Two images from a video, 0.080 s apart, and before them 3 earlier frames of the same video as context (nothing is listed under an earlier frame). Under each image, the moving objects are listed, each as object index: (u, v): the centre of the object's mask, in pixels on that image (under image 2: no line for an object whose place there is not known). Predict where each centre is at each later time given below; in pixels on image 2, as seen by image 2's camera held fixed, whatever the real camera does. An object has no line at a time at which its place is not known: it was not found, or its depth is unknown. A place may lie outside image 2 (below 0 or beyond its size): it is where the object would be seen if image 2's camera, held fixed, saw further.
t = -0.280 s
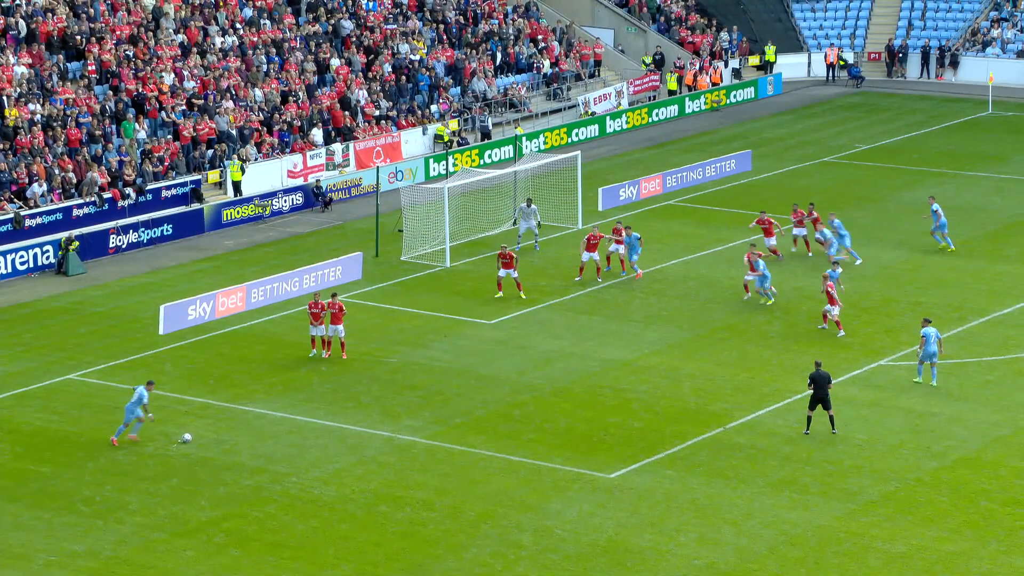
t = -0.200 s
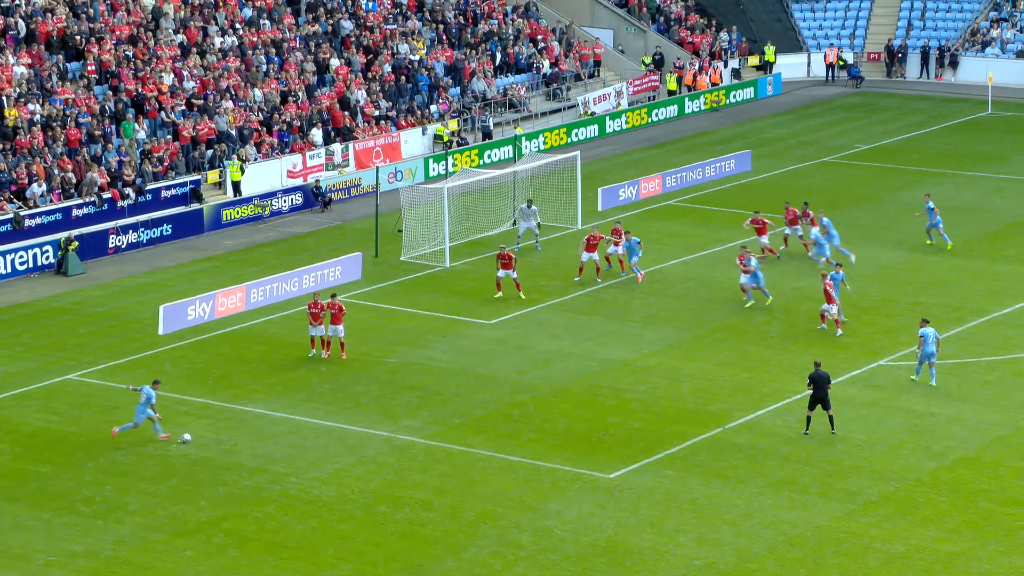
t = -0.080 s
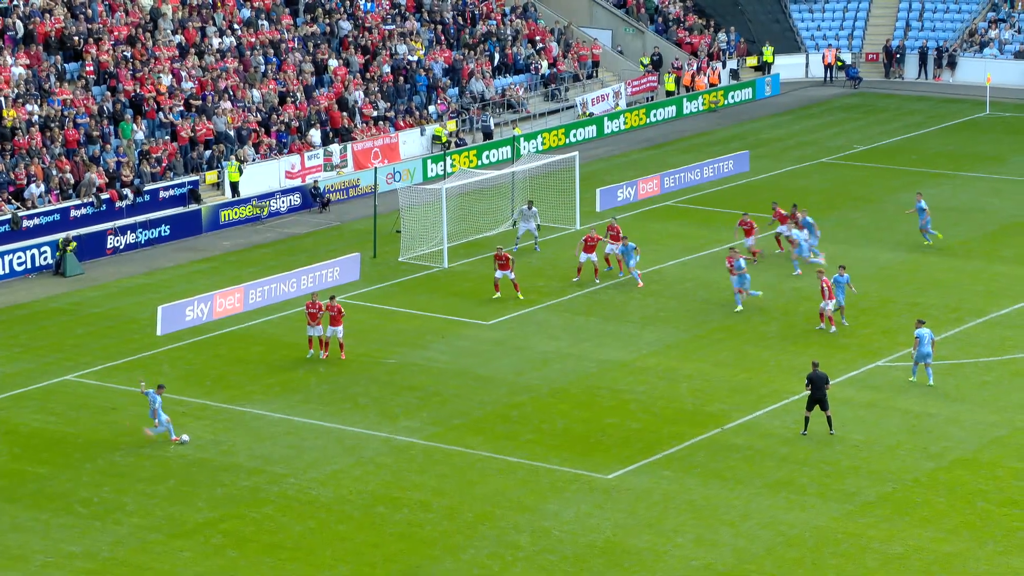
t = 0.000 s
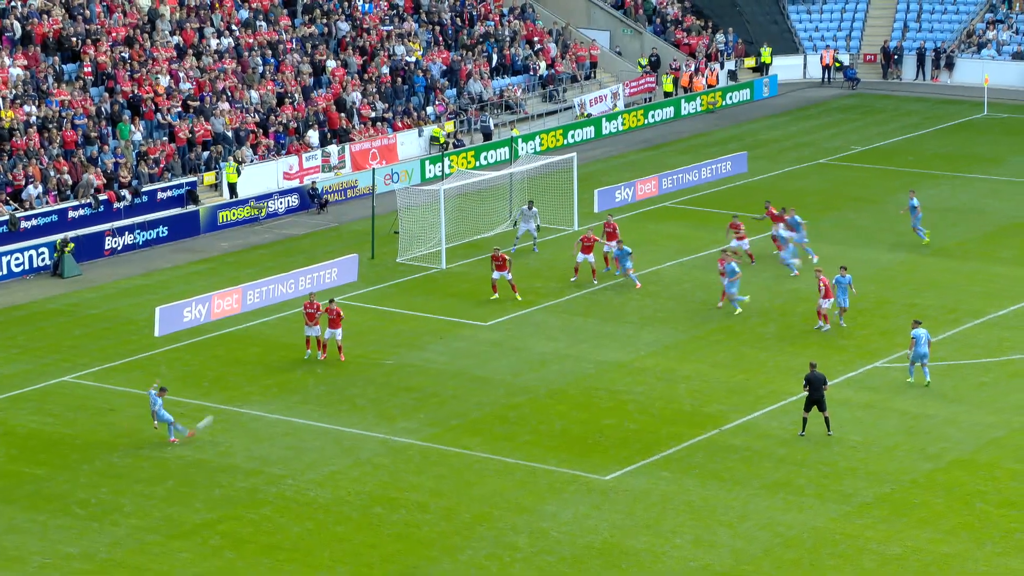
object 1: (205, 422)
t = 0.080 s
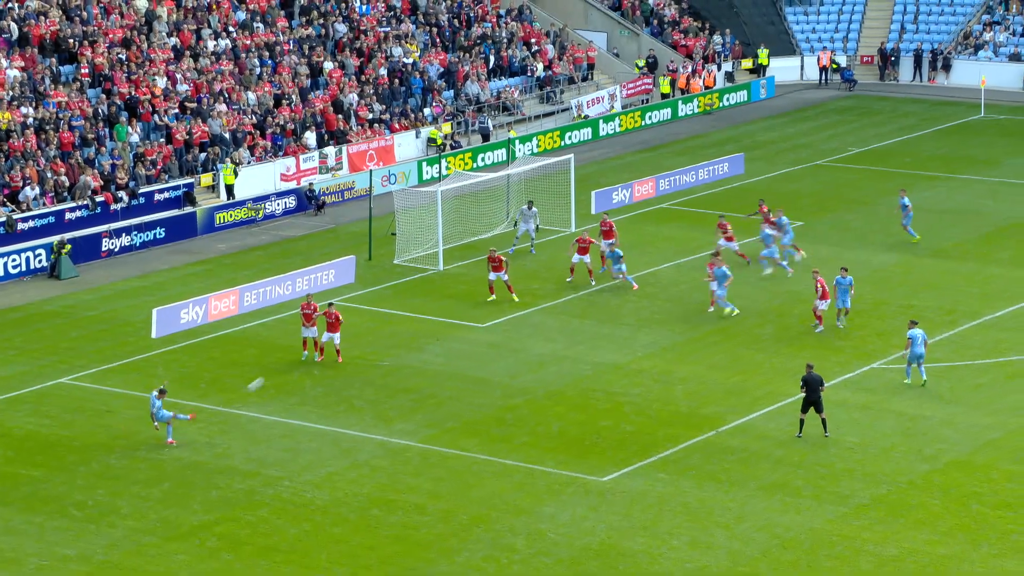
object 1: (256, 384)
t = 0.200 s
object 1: (328, 333)
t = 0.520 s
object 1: (479, 229)
